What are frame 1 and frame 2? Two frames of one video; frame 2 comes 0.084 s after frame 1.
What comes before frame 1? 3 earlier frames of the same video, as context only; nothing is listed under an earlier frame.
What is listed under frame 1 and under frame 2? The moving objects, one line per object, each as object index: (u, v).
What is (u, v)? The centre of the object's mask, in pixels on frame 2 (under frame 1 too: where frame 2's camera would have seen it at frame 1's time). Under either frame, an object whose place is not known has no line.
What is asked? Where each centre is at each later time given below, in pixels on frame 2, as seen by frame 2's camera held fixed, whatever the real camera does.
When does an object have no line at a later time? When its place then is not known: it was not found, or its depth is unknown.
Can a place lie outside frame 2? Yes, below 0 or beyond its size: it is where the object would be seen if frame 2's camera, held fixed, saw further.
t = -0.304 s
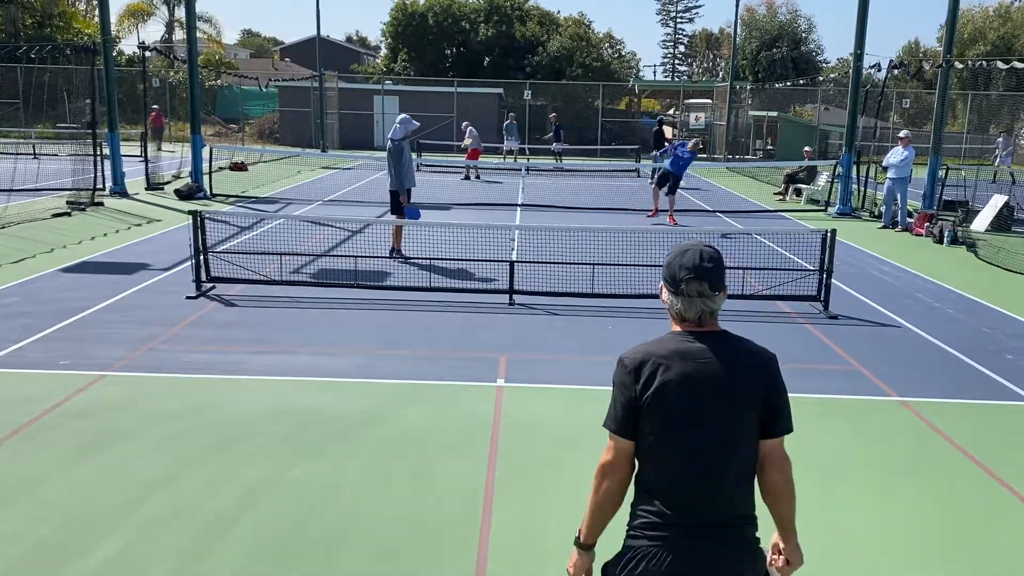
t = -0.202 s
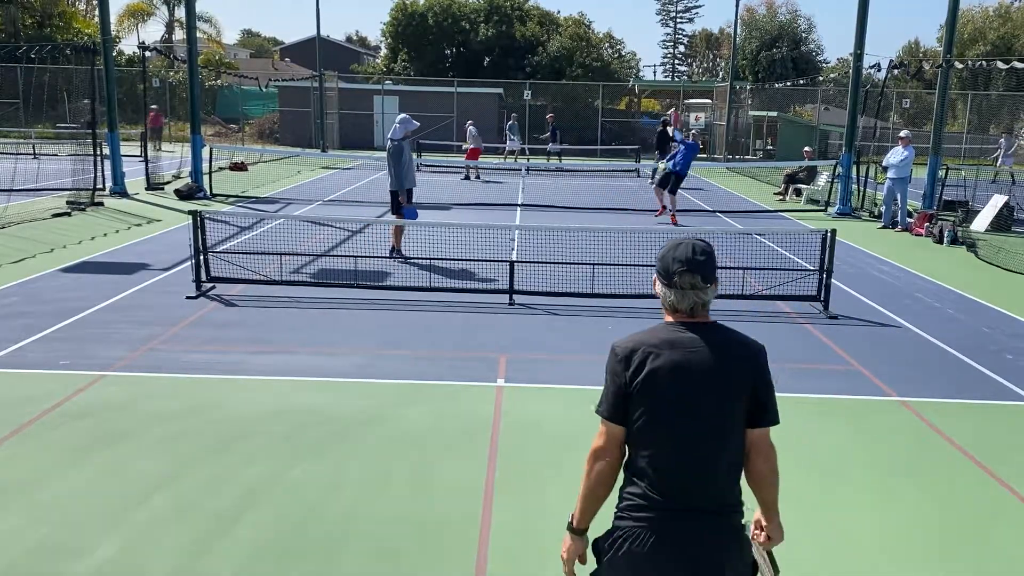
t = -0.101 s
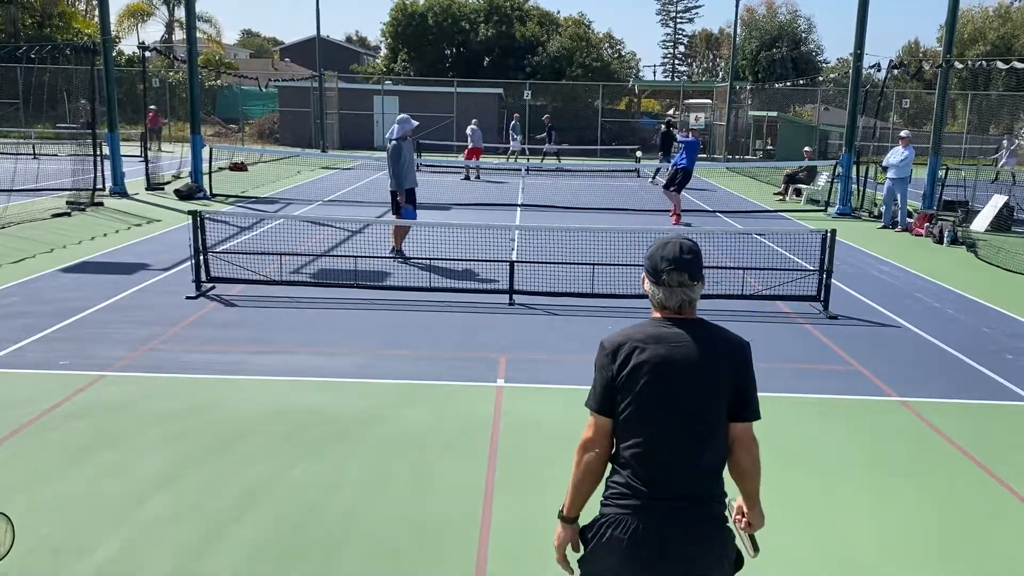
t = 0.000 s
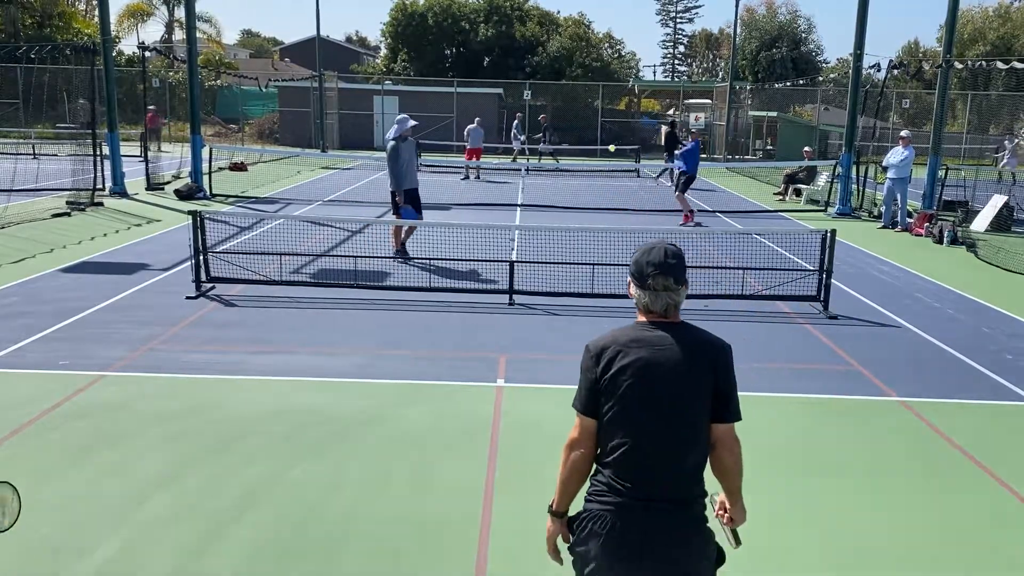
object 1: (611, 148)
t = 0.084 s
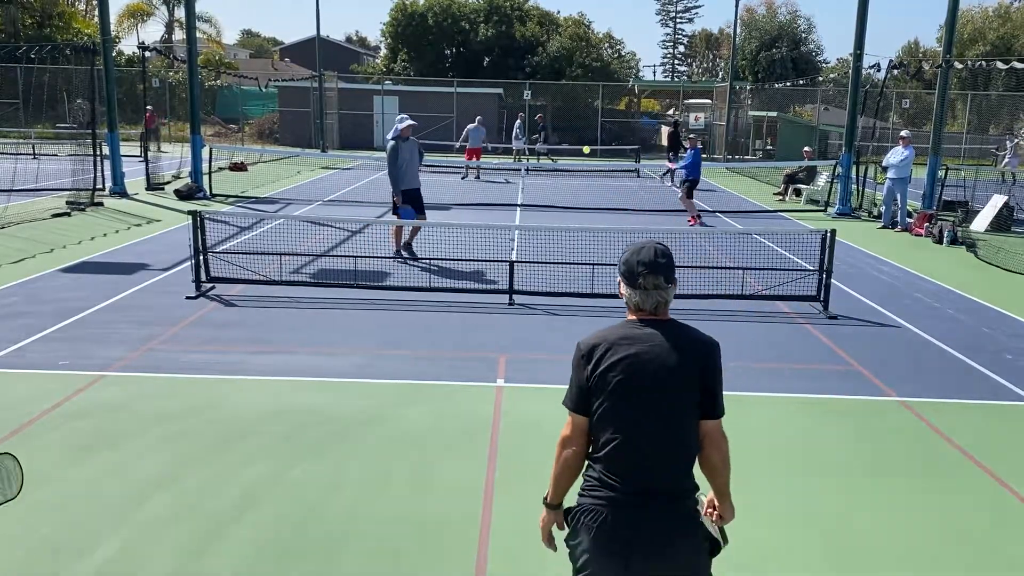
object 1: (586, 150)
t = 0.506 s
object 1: (382, 321)
